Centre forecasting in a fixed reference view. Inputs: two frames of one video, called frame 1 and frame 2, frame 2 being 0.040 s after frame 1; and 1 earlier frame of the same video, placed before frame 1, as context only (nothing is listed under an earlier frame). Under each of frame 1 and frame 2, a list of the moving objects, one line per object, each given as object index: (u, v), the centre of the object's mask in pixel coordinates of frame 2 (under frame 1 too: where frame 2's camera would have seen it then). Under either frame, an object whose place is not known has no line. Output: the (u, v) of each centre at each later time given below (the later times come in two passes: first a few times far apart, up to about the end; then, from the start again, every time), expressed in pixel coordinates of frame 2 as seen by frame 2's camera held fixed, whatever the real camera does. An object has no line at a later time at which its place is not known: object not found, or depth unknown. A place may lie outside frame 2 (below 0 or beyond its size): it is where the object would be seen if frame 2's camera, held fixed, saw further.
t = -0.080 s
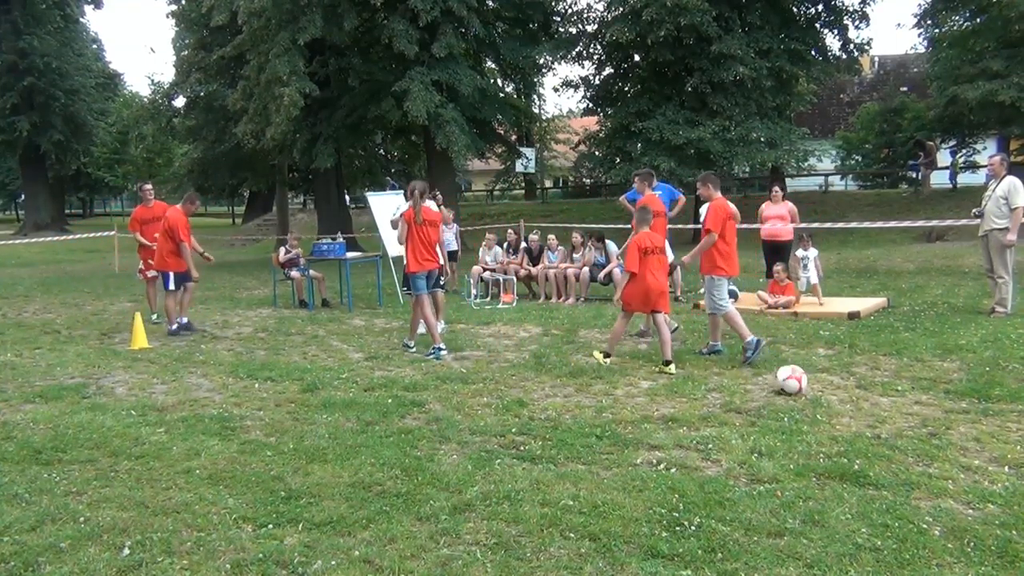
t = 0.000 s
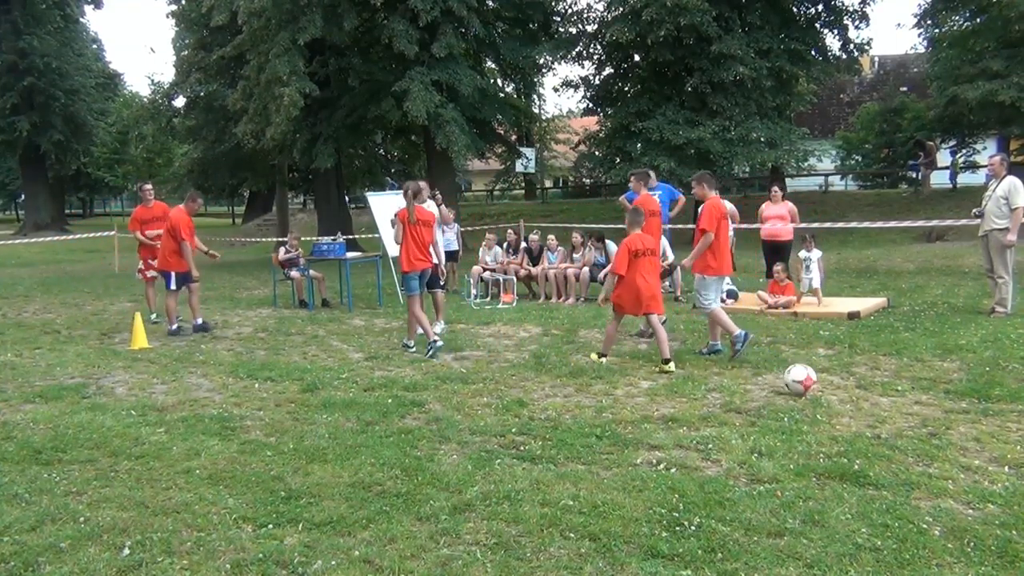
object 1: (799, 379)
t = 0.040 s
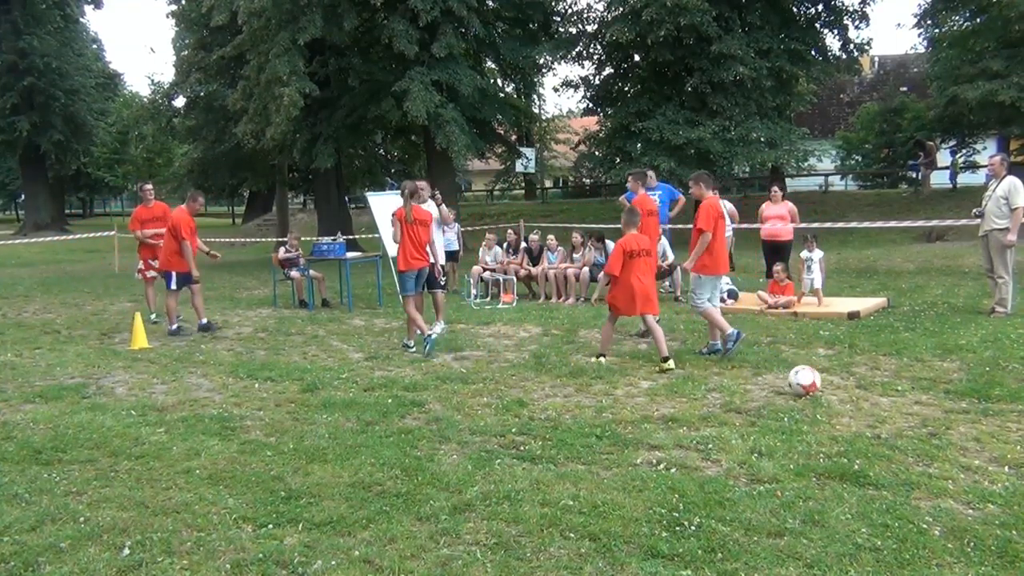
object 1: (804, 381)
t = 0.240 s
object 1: (826, 383)
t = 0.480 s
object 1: (852, 387)
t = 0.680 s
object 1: (872, 389)
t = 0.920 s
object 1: (888, 392)
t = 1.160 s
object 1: (904, 395)
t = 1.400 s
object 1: (917, 396)
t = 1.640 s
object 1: (929, 396)
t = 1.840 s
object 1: (935, 395)
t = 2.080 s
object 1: (938, 394)
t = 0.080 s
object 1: (808, 383)
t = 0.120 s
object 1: (812, 382)
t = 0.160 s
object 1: (816, 382)
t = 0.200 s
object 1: (820, 383)
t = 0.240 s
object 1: (826, 383)
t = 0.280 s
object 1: (830, 385)
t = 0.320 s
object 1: (834, 385)
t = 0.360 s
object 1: (839, 386)
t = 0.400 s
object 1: (844, 387)
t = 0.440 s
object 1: (848, 387)
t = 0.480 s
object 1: (852, 387)
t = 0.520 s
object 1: (857, 387)
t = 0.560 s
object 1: (861, 388)
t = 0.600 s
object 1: (864, 389)
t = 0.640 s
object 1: (868, 389)
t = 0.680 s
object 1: (872, 389)
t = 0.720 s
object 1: (875, 389)
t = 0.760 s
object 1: (878, 390)
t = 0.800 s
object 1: (881, 391)
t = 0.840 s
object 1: (883, 391)
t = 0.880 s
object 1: (886, 391)
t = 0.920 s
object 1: (888, 392)
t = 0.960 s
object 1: (891, 392)
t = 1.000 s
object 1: (893, 393)
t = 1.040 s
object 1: (896, 394)
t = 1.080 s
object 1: (899, 394)
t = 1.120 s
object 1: (902, 394)
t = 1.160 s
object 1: (904, 395)
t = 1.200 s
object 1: (906, 395)
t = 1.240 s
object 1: (908, 395)
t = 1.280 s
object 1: (908, 397)
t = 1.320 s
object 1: (913, 396)
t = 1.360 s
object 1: (915, 396)
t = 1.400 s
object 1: (917, 396)
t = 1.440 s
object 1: (919, 396)
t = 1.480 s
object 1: (921, 396)
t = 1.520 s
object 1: (923, 395)
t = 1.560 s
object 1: (925, 395)
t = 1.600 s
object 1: (927, 396)
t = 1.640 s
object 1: (929, 396)
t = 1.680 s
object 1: (930, 396)
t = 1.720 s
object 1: (932, 395)
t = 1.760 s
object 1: (933, 395)
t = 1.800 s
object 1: (934, 395)
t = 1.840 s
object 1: (935, 395)
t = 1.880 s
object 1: (935, 394)
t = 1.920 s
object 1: (936, 394)
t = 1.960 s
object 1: (937, 394)
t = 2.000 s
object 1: (937, 394)
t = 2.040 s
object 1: (938, 394)
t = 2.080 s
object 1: (938, 394)
